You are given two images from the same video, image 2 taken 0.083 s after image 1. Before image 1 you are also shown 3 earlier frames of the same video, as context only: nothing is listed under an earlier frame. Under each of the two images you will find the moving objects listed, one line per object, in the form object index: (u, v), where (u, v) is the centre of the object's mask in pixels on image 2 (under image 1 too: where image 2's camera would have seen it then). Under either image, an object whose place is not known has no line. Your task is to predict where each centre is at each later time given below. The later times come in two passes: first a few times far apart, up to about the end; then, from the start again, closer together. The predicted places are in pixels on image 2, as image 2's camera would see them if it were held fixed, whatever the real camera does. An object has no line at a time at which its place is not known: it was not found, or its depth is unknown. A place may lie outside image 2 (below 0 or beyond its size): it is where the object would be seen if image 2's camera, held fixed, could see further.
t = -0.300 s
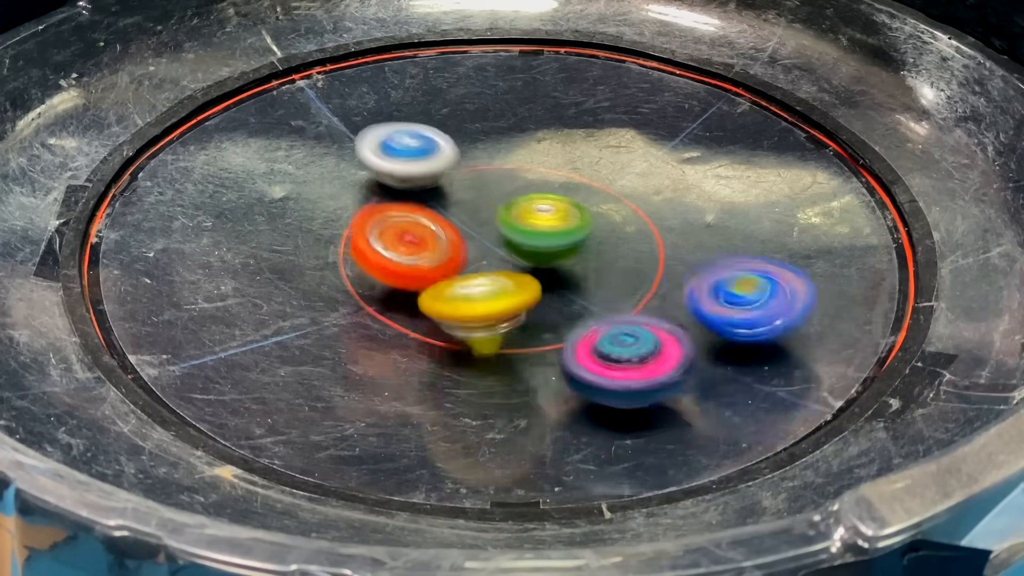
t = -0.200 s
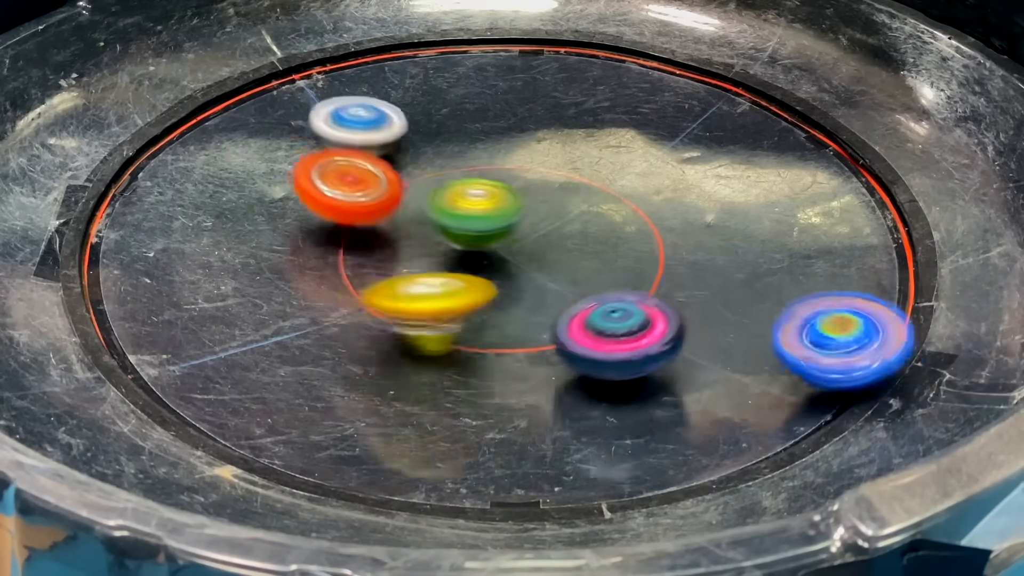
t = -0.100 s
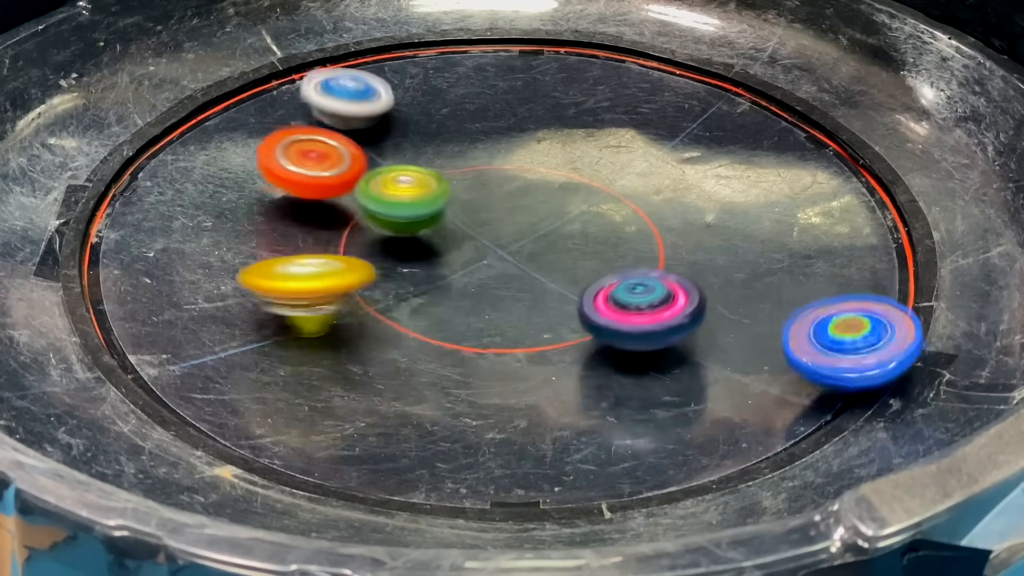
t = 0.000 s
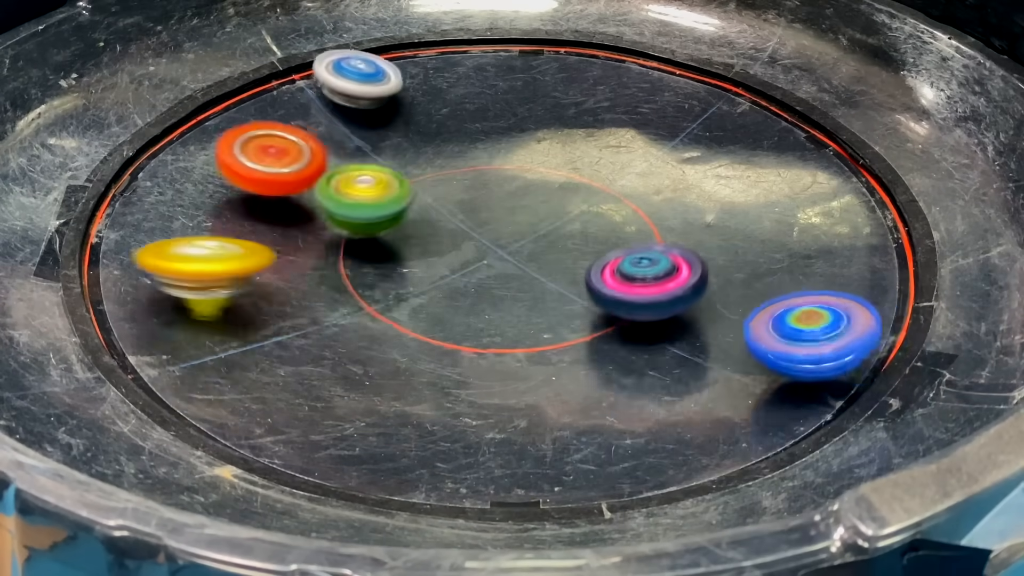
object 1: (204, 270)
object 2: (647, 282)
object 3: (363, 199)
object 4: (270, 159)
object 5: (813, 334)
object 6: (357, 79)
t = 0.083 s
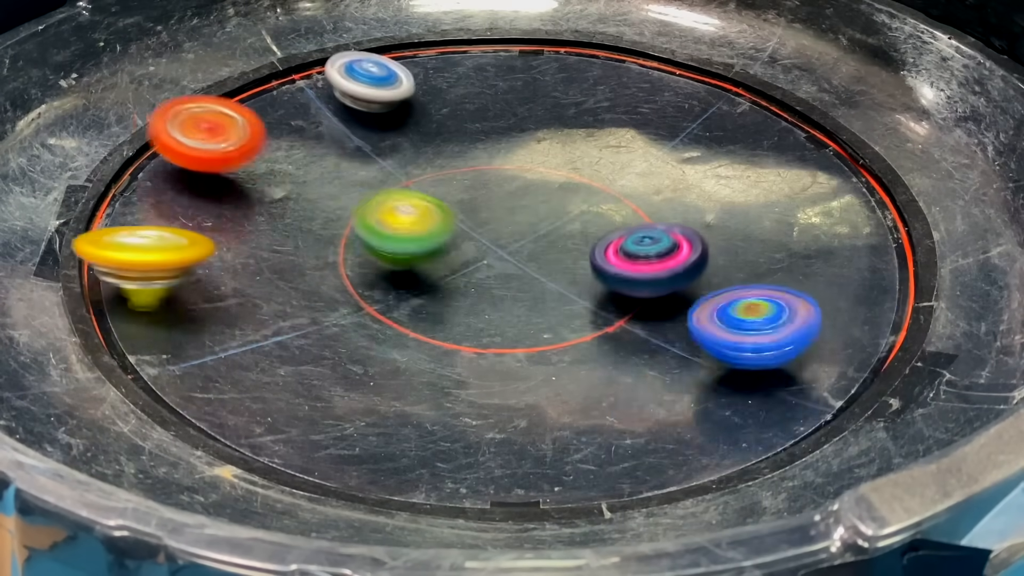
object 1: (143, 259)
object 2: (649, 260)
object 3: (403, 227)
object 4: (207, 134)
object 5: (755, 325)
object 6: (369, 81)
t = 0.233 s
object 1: (100, 258)
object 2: (657, 222)
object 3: (550, 263)
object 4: (197, 117)
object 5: (632, 320)
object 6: (395, 108)
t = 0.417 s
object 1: (175, 271)
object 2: (677, 186)
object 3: (554, 169)
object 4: (319, 158)
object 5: (698, 420)
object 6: (459, 150)
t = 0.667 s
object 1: (142, 336)
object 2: (690, 222)
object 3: (420, 192)
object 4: (97, 242)
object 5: (608, 326)
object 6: (661, 9)
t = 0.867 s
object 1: (387, 293)
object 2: (510, 180)
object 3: (485, 116)
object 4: (183, 314)
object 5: (499, 425)
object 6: (641, 92)
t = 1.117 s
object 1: (327, 217)
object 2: (440, 208)
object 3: (365, 33)
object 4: (467, 341)
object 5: (590, 378)
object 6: (689, 179)
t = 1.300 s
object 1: (255, 184)
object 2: (422, 193)
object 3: (307, 92)
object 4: (541, 311)
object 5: (679, 288)
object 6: (714, 194)
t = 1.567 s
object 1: (243, 164)
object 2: (427, 122)
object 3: (384, 182)
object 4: (438, 262)
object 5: (766, 297)
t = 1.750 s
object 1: (284, 157)
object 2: (434, 89)
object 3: (493, 178)
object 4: (438, 272)
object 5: (755, 296)
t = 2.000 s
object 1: (315, 191)
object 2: (464, 41)
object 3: (398, 92)
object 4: (549, 328)
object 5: (689, 210)
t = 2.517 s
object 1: (406, 394)
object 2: (541, 154)
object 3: (416, 159)
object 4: (564, 339)
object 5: (431, 90)
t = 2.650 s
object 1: (482, 360)
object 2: (586, 183)
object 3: (338, 229)
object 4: (586, 274)
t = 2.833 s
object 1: (486, 311)
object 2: (561, 181)
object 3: (315, 325)
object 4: (624, 259)
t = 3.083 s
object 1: (446, 318)
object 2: (596, 169)
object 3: (387, 386)
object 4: (630, 243)
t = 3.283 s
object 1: (472, 295)
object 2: (645, 169)
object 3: (452, 370)
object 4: (600, 229)
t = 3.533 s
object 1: (451, 242)
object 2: (664, 198)
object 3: (511, 299)
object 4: (550, 209)
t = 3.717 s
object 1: (418, 228)
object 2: (673, 215)
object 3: (570, 251)
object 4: (535, 189)
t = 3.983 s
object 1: (458, 209)
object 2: (662, 212)
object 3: (639, 297)
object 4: (504, 137)
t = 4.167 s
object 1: (477, 214)
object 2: (640, 212)
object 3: (638, 307)
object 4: (507, 136)
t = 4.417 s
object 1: (496, 239)
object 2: (614, 205)
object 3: (571, 287)
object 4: (513, 150)
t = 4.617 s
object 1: (493, 231)
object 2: (605, 204)
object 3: (557, 306)
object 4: (503, 157)
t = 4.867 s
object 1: (494, 210)
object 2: (625, 232)
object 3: (506, 301)
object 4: (489, 141)
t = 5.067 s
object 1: (474, 200)
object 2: (641, 261)
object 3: (474, 297)
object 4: (482, 109)
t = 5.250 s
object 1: (484, 201)
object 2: (625, 279)
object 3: (493, 297)
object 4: (482, 111)
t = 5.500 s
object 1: (499, 204)
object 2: (614, 288)
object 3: (488, 302)
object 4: (485, 126)
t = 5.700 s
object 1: (521, 208)
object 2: (605, 280)
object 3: (458, 305)
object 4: (480, 151)
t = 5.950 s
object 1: (552, 259)
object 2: (686, 312)
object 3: (399, 280)
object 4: (402, 91)
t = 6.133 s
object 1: (548, 275)
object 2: (678, 317)
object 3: (378, 277)
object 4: (380, 80)
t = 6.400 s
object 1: (514, 288)
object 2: (650, 312)
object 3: (440, 232)
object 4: (424, 112)
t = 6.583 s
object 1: (424, 283)
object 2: (641, 302)
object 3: (464, 211)
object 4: (454, 123)
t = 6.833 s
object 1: (395, 251)
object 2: (595, 285)
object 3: (474, 220)
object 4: (506, 145)
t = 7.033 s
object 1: (401, 236)
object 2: (547, 277)
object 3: (483, 216)
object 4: (547, 154)
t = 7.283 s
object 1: (395, 240)
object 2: (495, 275)
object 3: (493, 206)
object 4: (551, 153)
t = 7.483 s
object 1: (364, 237)
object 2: (486, 279)
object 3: (493, 209)
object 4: (529, 146)
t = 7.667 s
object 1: (365, 223)
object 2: (481, 282)
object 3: (493, 211)
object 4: (503, 150)
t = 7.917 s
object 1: (397, 217)
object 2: (480, 280)
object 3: (499, 212)
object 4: (510, 159)
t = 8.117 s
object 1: (400, 226)
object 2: (471, 280)
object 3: (522, 212)
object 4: (526, 151)
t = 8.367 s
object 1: (383, 220)
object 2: (471, 270)
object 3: (524, 208)
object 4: (540, 144)
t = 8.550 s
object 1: (364, 208)
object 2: (484, 282)
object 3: (521, 209)
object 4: (544, 146)
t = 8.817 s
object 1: (387, 205)
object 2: (463, 290)
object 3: (517, 217)
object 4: (542, 152)
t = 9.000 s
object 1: (413, 215)
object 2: (459, 291)
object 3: (517, 217)
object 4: (546, 156)
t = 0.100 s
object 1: (134, 258)
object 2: (650, 255)
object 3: (421, 236)
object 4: (193, 126)
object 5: (742, 323)
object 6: (372, 83)
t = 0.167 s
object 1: (109, 258)
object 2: (653, 239)
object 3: (487, 257)
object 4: (160, 109)
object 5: (682, 317)
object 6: (383, 94)
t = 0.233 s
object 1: (100, 258)
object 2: (657, 222)
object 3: (550, 263)
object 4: (197, 117)
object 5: (632, 320)
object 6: (395, 108)
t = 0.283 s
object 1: (112, 261)
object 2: (661, 211)
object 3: (549, 232)
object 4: (233, 126)
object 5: (658, 369)
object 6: (406, 120)
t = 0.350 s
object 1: (137, 265)
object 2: (668, 197)
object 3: (555, 199)
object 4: (289, 141)
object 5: (685, 420)
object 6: (420, 137)
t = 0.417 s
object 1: (175, 271)
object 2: (677, 186)
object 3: (554, 169)
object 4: (319, 158)
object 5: (698, 420)
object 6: (459, 150)
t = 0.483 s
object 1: (222, 277)
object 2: (737, 158)
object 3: (555, 174)
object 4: (212, 180)
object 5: (689, 408)
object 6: (548, 103)
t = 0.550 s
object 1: (270, 279)
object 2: (835, 125)
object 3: (441, 217)
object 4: (120, 197)
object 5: (663, 383)
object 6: (609, 63)
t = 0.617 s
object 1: (251, 298)
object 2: (760, 164)
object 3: (386, 222)
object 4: (99, 223)
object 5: (635, 351)
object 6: (645, 17)
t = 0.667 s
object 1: (142, 336)
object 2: (690, 222)
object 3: (420, 192)
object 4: (97, 242)
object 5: (608, 326)
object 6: (661, 9)
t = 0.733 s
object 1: (295, 327)
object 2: (598, 245)
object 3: (454, 158)
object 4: (107, 269)
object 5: (566, 306)
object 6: (669, 23)
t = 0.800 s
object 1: (379, 319)
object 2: (545, 217)
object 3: (475, 134)
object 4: (136, 292)
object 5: (489, 337)
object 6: (660, 49)
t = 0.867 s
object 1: (387, 293)
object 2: (510, 180)
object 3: (485, 116)
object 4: (183, 314)
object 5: (499, 425)
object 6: (641, 92)
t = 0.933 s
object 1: (385, 267)
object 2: (518, 175)
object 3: (459, 66)
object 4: (247, 330)
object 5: (527, 431)
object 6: (619, 128)
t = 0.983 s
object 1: (384, 248)
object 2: (508, 184)
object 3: (432, 28)
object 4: (305, 339)
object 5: (545, 439)
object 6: (620, 146)
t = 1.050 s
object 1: (370, 218)
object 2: (465, 204)
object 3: (401, 20)
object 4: (386, 343)
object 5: (571, 417)
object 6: (661, 163)
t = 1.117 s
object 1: (327, 217)
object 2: (440, 208)
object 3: (365, 33)
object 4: (467, 341)
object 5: (590, 378)
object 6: (689, 179)
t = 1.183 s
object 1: (295, 209)
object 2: (429, 208)
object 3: (336, 51)
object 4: (512, 331)
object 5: (633, 329)
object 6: (702, 199)
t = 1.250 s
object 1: (270, 191)
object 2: (424, 201)
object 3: (316, 74)
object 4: (531, 322)
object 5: (682, 277)
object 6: (708, 211)
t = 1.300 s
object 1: (255, 184)
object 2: (422, 193)
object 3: (307, 92)
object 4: (541, 311)
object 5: (679, 288)
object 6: (714, 194)
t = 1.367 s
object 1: (241, 177)
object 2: (420, 176)
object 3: (307, 115)
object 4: (546, 302)
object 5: (660, 298)
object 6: (718, 171)
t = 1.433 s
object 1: (236, 171)
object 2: (421, 157)
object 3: (321, 139)
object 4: (500, 291)
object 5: (704, 303)
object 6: (713, 159)
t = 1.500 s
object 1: (237, 167)
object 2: (427, 137)
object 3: (350, 164)
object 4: (462, 277)
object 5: (743, 302)
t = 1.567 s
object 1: (243, 164)
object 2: (427, 122)
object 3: (384, 182)
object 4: (438, 262)
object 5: (766, 297)
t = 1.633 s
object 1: (254, 160)
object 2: (429, 109)
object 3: (422, 186)
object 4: (425, 257)
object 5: (770, 294)
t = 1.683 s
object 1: (265, 159)
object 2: (431, 99)
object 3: (453, 182)
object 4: (425, 264)
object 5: (767, 292)
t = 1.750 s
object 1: (284, 157)
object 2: (434, 89)
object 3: (493, 178)
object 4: (438, 272)
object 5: (755, 296)
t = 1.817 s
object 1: (307, 160)
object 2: (436, 81)
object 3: (529, 172)
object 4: (469, 280)
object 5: (733, 292)
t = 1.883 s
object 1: (331, 159)
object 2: (442, 74)
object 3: (476, 139)
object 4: (513, 287)
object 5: (703, 286)
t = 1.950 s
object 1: (358, 157)
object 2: (453, 64)
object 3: (410, 107)
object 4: (566, 289)
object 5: (667, 275)
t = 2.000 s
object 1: (315, 191)
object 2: (464, 41)
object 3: (398, 92)
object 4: (549, 328)
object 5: (689, 210)
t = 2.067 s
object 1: (248, 241)
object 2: (490, 24)
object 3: (403, 74)
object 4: (516, 382)
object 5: (713, 128)
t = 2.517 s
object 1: (406, 394)
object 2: (541, 154)
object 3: (416, 159)
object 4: (564, 339)
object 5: (431, 90)
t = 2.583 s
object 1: (448, 379)
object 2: (572, 168)
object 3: (369, 195)
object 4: (579, 304)
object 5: (413, 134)
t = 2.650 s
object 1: (482, 360)
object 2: (586, 183)
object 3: (338, 229)
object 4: (586, 274)
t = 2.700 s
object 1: (501, 342)
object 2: (586, 191)
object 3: (324, 255)
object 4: (587, 256)
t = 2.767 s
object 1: (514, 318)
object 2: (575, 187)
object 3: (314, 290)
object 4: (595, 263)
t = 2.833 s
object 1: (486, 311)
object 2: (561, 181)
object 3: (315, 325)
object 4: (624, 259)
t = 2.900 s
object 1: (459, 315)
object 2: (550, 183)
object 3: (326, 353)
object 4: (641, 252)
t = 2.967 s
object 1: (447, 321)
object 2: (542, 188)
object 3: (345, 373)
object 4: (641, 248)
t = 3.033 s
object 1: (444, 321)
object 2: (571, 178)
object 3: (370, 383)
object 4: (636, 245)
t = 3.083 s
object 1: (446, 318)
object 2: (596, 169)
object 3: (387, 386)
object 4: (630, 243)
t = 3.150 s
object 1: (457, 316)
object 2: (617, 164)
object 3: (407, 388)
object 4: (623, 238)
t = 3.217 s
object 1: (466, 308)
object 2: (633, 165)
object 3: (431, 381)
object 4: (613, 233)
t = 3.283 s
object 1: (472, 295)
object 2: (645, 169)
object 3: (452, 370)
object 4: (600, 229)
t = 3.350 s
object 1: (478, 278)
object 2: (654, 178)
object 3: (468, 356)
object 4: (585, 225)
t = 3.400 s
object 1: (478, 265)
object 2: (657, 184)
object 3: (480, 343)
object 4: (573, 221)
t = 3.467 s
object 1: (465, 249)
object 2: (659, 192)
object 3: (496, 320)
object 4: (561, 215)
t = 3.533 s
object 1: (451, 242)
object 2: (664, 198)
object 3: (511, 299)
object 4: (550, 209)
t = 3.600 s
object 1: (435, 244)
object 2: (670, 204)
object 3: (527, 275)
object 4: (554, 201)
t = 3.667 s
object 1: (427, 234)
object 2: (674, 210)
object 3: (553, 259)
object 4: (545, 193)
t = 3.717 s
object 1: (418, 228)
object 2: (673, 215)
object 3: (570, 251)
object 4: (535, 189)
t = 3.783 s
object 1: (411, 220)
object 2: (674, 219)
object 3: (598, 259)
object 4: (522, 173)
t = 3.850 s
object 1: (419, 213)
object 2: (671, 214)
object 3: (614, 275)
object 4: (508, 158)
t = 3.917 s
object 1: (451, 203)
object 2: (666, 213)
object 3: (628, 288)
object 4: (499, 149)
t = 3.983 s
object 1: (458, 209)
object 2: (662, 212)
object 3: (639, 297)
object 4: (504, 137)
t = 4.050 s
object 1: (464, 213)
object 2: (656, 212)
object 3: (643, 303)
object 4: (506, 132)
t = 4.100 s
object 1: (469, 214)
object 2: (650, 212)
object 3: (643, 306)
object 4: (506, 133)
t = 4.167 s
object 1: (477, 214)
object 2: (640, 212)
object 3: (638, 307)
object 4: (507, 136)
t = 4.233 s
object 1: (493, 215)
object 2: (630, 212)
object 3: (627, 305)
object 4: (509, 140)
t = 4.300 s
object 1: (511, 219)
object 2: (617, 211)
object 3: (610, 300)
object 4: (511, 144)
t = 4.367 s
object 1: (503, 231)
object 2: (617, 207)
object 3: (587, 293)
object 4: (512, 148)
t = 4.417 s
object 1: (496, 239)
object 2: (614, 205)
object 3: (571, 287)
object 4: (513, 150)
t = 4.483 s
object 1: (505, 231)
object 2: (605, 204)
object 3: (570, 297)
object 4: (515, 154)
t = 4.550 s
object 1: (506, 230)
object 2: (600, 202)
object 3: (565, 304)
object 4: (516, 157)
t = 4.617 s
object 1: (493, 231)
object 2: (605, 204)
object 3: (557, 306)
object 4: (503, 157)
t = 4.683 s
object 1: (486, 235)
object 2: (598, 205)
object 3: (547, 303)
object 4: (492, 160)
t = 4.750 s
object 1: (488, 234)
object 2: (587, 208)
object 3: (535, 297)
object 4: (484, 166)
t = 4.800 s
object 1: (491, 231)
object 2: (591, 214)
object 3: (524, 293)
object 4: (498, 160)
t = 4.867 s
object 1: (494, 210)
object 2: (625, 232)
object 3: (506, 301)
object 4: (489, 141)
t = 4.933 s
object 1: (487, 191)
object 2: (642, 246)
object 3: (491, 304)
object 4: (485, 131)
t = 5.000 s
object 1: (479, 195)
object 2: (644, 255)
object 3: (477, 299)
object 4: (484, 117)
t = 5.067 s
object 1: (474, 200)
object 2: (641, 261)
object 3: (474, 297)
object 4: (482, 109)
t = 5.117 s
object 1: (474, 200)
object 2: (638, 267)
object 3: (481, 299)
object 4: (481, 109)
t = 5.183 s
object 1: (480, 200)
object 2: (632, 274)
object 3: (487, 299)
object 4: (482, 109)
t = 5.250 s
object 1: (484, 201)
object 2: (625, 279)
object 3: (493, 297)
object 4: (482, 111)
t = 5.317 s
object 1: (486, 201)
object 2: (618, 285)
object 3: (504, 293)
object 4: (483, 114)
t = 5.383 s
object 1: (489, 202)
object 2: (621, 286)
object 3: (502, 297)
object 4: (484, 118)
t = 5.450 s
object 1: (493, 204)
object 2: (620, 287)
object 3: (493, 301)
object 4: (485, 122)
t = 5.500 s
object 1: (499, 204)
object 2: (614, 288)
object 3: (488, 302)
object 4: (485, 126)
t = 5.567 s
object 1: (509, 204)
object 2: (605, 290)
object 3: (488, 305)
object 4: (484, 132)
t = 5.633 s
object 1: (514, 205)
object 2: (598, 290)
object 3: (487, 303)
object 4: (482, 141)
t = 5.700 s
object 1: (521, 208)
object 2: (605, 280)
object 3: (458, 305)
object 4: (480, 151)
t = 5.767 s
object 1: (534, 218)
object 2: (602, 276)
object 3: (434, 303)
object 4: (482, 160)
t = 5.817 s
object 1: (540, 226)
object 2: (621, 285)
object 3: (421, 299)
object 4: (467, 148)
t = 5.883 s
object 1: (551, 245)
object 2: (665, 303)
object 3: (407, 289)
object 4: (429, 117)
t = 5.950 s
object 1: (552, 259)
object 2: (686, 312)
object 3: (399, 280)
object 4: (402, 91)
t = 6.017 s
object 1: (552, 267)
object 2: (686, 316)
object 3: (376, 282)
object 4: (384, 78)
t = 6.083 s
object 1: (551, 272)
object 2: (682, 317)
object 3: (371, 281)
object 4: (378, 76)
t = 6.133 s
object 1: (548, 275)
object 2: (678, 317)
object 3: (378, 277)
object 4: (380, 80)
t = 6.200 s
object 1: (546, 277)
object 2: (670, 317)
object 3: (398, 272)
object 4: (386, 90)
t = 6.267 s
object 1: (538, 280)
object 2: (660, 316)
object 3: (423, 265)
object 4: (397, 101)
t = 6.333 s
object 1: (538, 283)
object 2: (647, 314)
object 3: (434, 253)
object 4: (410, 112)
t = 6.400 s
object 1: (514, 288)
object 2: (650, 312)
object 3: (440, 232)
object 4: (424, 112)
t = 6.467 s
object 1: (474, 289)
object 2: (655, 308)
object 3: (439, 211)
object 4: (438, 115)
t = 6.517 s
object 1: (449, 289)
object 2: (650, 307)
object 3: (454, 210)
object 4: (444, 118)
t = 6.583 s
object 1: (424, 283)
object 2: (641, 302)
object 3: (464, 211)
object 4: (454, 123)
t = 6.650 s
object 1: (406, 277)
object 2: (630, 298)
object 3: (466, 215)
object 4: (465, 129)
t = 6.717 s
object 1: (397, 268)
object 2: (619, 293)
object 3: (473, 219)
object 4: (479, 135)
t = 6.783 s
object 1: (398, 257)
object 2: (606, 289)
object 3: (474, 223)
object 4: (494, 141)
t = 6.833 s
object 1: (395, 251)
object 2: (595, 285)
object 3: (474, 220)
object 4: (506, 145)
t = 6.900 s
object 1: (390, 249)
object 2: (581, 282)
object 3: (482, 218)
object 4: (523, 149)
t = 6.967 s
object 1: (392, 243)
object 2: (565, 278)
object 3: (483, 218)
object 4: (536, 152)
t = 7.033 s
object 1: (401, 236)
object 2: (547, 277)
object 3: (483, 216)
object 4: (547, 154)
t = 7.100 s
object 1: (406, 232)
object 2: (529, 276)
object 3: (491, 211)
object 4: (552, 155)
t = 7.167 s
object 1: (408, 230)
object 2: (510, 275)
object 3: (495, 205)
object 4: (557, 156)
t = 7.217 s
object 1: (404, 234)
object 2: (502, 274)
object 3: (496, 205)
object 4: (558, 157)
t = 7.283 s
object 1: (395, 240)
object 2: (495, 275)
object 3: (493, 206)
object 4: (551, 153)
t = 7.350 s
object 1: (385, 241)
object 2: (490, 277)
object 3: (493, 208)
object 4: (544, 151)
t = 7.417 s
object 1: (380, 240)
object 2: (484, 278)
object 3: (494, 209)
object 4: (536, 148)
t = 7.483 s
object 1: (364, 237)
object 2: (486, 279)
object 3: (493, 209)
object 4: (529, 146)
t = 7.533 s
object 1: (360, 233)
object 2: (484, 280)
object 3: (493, 210)
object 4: (523, 146)
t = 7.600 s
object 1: (361, 228)
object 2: (482, 282)
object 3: (493, 212)
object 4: (513, 147)
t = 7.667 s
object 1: (365, 223)
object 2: (481, 282)
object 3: (493, 211)
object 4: (503, 150)
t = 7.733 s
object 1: (372, 219)
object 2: (480, 283)
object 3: (492, 211)
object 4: (494, 152)
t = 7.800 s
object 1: (383, 216)
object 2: (479, 282)
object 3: (493, 212)
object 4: (500, 154)
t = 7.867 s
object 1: (392, 217)
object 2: (479, 281)
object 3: (495, 210)
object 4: (506, 156)
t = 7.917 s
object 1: (397, 217)
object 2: (480, 280)
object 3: (499, 212)
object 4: (510, 159)
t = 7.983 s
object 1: (398, 217)
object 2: (481, 278)
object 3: (503, 210)
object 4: (514, 159)
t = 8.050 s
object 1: (397, 222)
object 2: (472, 280)
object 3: (515, 210)
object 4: (516, 157)
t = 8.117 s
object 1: (400, 226)
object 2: (471, 280)
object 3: (522, 212)
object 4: (526, 151)
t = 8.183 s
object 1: (397, 230)
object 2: (473, 280)
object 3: (523, 211)
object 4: (532, 146)
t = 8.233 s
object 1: (389, 229)
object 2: (474, 278)
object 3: (523, 211)
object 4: (536, 145)
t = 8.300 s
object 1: (385, 224)
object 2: (472, 274)
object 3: (524, 210)
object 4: (538, 144)
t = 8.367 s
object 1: (383, 220)
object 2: (471, 270)
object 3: (524, 208)
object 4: (540, 144)
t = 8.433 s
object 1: (377, 215)
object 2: (477, 271)
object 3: (523, 208)
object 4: (542, 146)
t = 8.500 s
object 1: (362, 211)
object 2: (486, 277)
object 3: (521, 209)
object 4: (544, 144)
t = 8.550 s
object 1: (364, 208)
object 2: (484, 282)
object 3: (521, 209)
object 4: (544, 146)
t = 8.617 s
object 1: (367, 206)
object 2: (477, 285)
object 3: (519, 213)
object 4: (544, 148)
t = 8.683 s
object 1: (372, 204)
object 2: (471, 287)
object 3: (518, 216)
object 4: (541, 147)
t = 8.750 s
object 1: (379, 204)
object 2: (466, 289)
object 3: (517, 216)
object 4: (540, 150)
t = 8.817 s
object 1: (387, 205)
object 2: (463, 290)
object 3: (517, 217)
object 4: (542, 152)
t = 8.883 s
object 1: (397, 209)
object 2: (460, 291)
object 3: (517, 217)
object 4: (543, 154)
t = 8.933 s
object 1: (405, 211)
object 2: (458, 291)
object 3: (517, 217)
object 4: (544, 155)
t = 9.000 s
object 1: (413, 215)
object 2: (459, 291)
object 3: (517, 217)
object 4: (546, 156)
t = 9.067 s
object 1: (417, 220)
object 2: (461, 290)
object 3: (516, 217)
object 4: (545, 157)
